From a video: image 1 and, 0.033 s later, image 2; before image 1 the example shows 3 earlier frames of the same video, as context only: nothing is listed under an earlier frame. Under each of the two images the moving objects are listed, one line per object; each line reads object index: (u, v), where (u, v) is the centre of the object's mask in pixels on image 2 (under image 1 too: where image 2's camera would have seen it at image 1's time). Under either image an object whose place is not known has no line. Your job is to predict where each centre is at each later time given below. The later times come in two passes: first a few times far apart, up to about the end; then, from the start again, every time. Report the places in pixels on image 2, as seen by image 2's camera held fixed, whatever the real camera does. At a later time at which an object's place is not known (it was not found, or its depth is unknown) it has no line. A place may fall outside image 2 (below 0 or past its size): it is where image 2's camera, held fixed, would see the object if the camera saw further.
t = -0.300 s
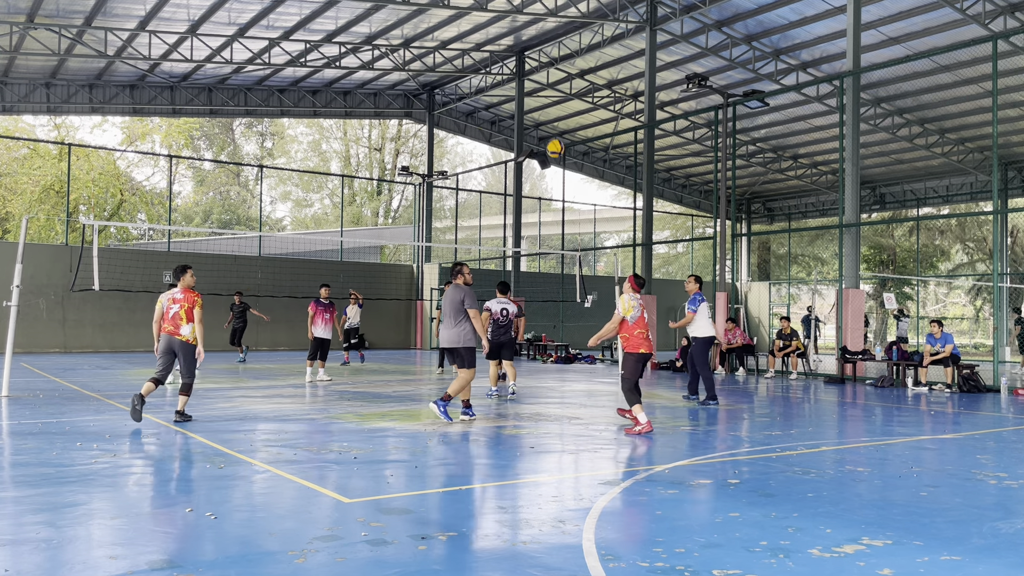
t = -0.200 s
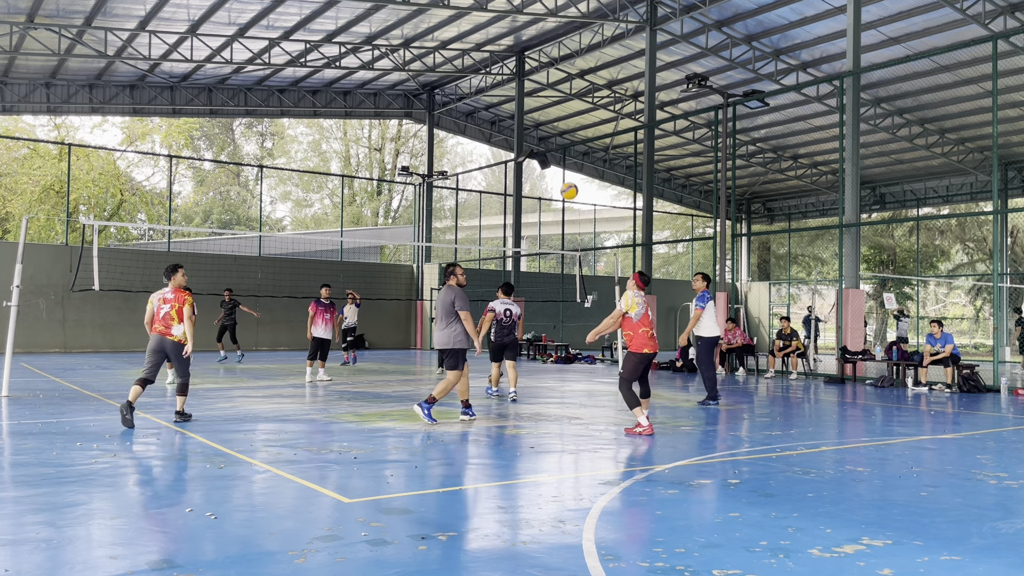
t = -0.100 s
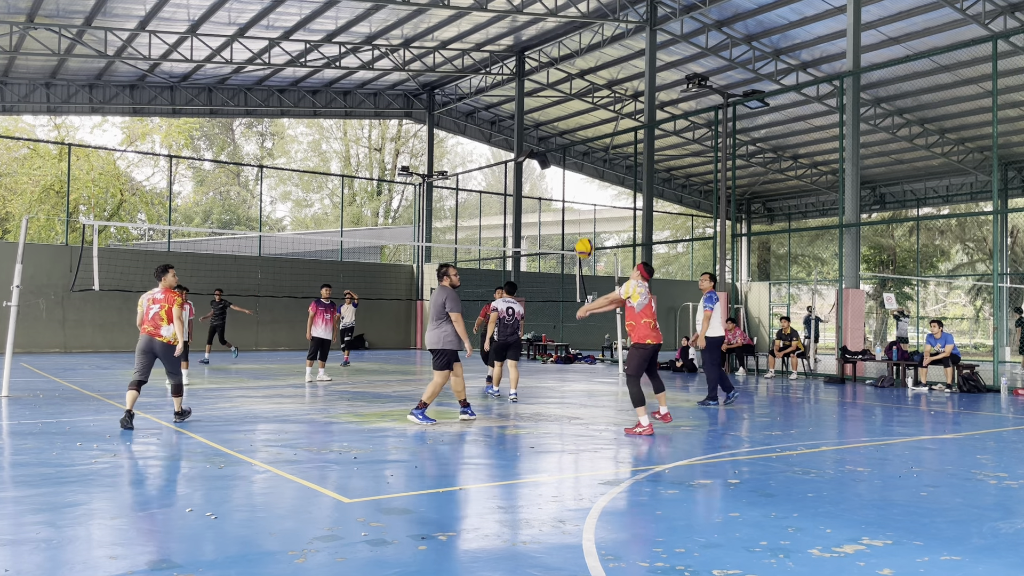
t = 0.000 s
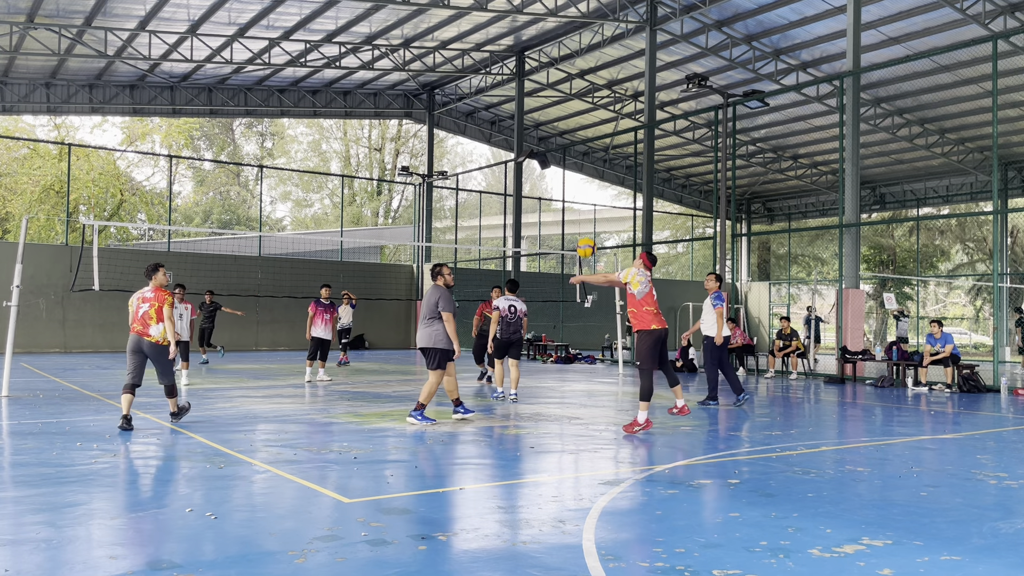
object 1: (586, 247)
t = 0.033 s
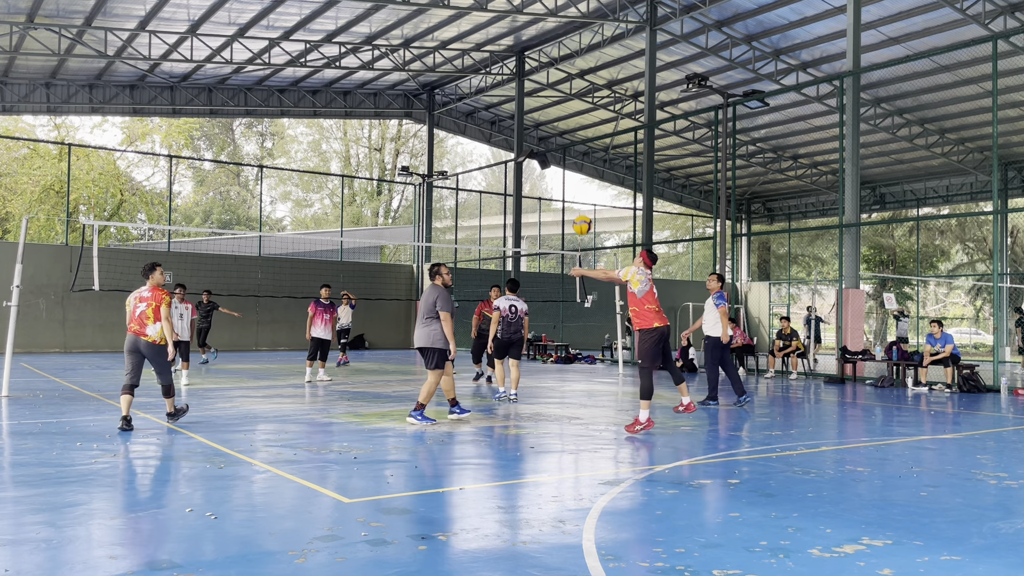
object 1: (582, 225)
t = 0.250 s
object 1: (560, 117)
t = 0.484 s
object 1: (541, 63)
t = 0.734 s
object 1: (522, 59)
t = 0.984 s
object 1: (507, 97)
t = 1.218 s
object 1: (494, 162)
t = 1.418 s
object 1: (485, 234)
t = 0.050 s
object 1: (580, 214)
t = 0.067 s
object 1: (578, 204)
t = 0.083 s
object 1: (577, 194)
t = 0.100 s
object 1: (575, 185)
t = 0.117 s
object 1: (573, 175)
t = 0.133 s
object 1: (572, 166)
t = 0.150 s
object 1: (570, 159)
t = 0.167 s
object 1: (569, 151)
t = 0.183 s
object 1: (567, 143)
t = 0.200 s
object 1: (565, 137)
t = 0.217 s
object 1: (564, 130)
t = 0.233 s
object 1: (562, 124)
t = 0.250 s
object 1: (560, 117)
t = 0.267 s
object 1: (559, 111)
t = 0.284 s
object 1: (558, 106)
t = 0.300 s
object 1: (556, 101)
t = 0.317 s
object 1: (555, 96)
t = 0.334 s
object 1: (553, 91)
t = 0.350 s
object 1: (552, 87)
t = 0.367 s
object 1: (550, 83)
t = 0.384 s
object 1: (549, 79)
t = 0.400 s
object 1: (548, 76)
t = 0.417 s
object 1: (546, 73)
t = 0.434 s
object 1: (545, 70)
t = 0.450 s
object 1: (543, 68)
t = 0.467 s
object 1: (542, 65)
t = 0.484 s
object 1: (541, 63)
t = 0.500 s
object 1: (540, 61)
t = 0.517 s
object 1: (538, 60)
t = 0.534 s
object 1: (537, 59)
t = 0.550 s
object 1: (536, 58)
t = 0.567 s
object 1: (534, 57)
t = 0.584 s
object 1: (533, 56)
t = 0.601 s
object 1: (532, 56)
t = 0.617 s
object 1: (530, 55)
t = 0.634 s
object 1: (529, 55)
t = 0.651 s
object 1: (528, 55)
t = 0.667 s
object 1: (527, 56)
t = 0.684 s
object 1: (525, 56)
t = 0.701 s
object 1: (524, 57)
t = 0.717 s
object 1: (523, 58)
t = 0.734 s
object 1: (522, 59)
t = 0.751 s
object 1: (521, 60)
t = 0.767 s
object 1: (520, 62)
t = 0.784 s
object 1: (519, 64)
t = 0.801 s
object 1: (518, 66)
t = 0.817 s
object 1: (517, 68)
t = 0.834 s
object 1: (516, 70)
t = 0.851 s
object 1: (515, 72)
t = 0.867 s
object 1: (514, 75)
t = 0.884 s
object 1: (513, 78)
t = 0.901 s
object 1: (512, 80)
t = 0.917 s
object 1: (511, 84)
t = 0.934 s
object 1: (510, 86)
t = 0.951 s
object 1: (509, 90)
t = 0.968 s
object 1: (508, 94)
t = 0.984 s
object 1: (507, 97)
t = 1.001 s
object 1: (506, 101)
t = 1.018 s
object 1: (505, 105)
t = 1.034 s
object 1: (504, 109)
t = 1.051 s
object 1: (503, 114)
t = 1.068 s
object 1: (502, 118)
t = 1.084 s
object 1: (501, 122)
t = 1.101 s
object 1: (500, 126)
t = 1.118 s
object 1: (499, 131)
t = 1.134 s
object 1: (499, 136)
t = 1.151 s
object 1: (497, 141)
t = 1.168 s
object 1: (497, 145)
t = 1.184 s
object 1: (496, 151)
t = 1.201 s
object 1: (495, 156)
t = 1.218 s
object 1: (494, 162)
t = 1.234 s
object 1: (494, 167)
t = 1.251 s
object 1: (493, 173)
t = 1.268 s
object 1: (492, 178)
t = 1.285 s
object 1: (491, 184)
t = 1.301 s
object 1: (490, 190)
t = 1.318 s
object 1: (489, 196)
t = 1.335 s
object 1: (489, 202)
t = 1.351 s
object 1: (488, 208)
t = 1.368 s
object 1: (487, 214)
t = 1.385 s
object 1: (486, 221)
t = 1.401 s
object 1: (486, 228)
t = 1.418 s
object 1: (485, 234)
